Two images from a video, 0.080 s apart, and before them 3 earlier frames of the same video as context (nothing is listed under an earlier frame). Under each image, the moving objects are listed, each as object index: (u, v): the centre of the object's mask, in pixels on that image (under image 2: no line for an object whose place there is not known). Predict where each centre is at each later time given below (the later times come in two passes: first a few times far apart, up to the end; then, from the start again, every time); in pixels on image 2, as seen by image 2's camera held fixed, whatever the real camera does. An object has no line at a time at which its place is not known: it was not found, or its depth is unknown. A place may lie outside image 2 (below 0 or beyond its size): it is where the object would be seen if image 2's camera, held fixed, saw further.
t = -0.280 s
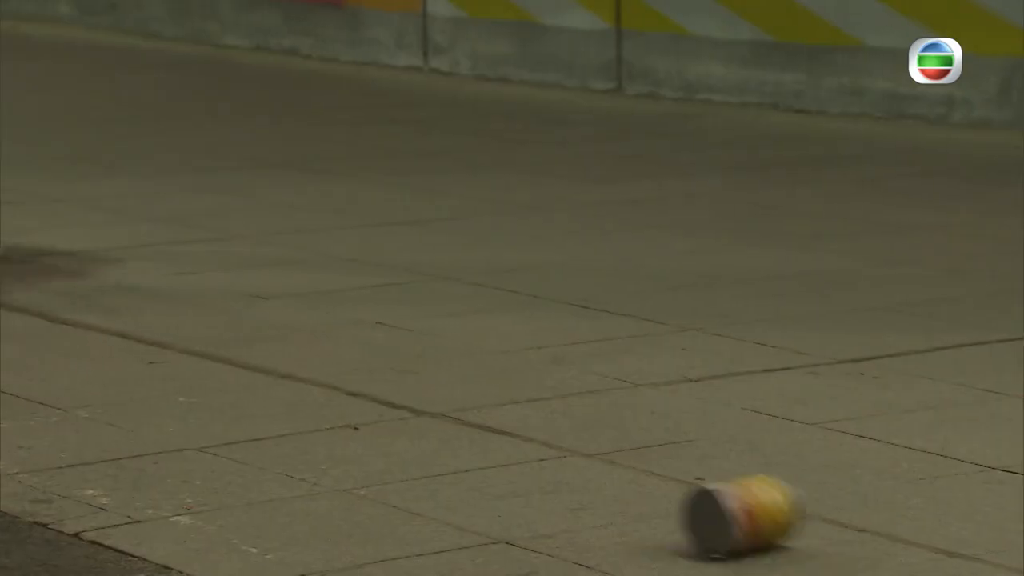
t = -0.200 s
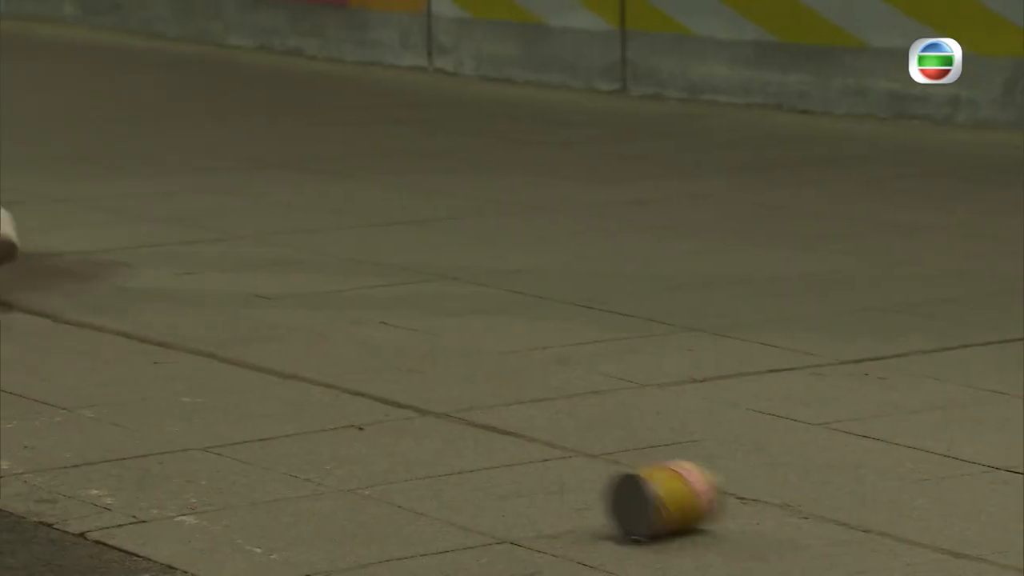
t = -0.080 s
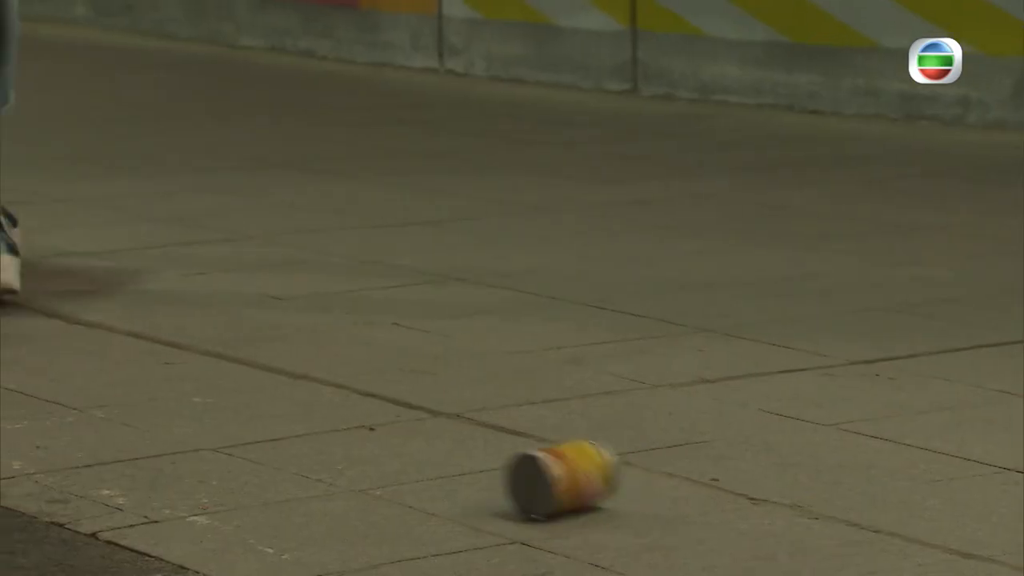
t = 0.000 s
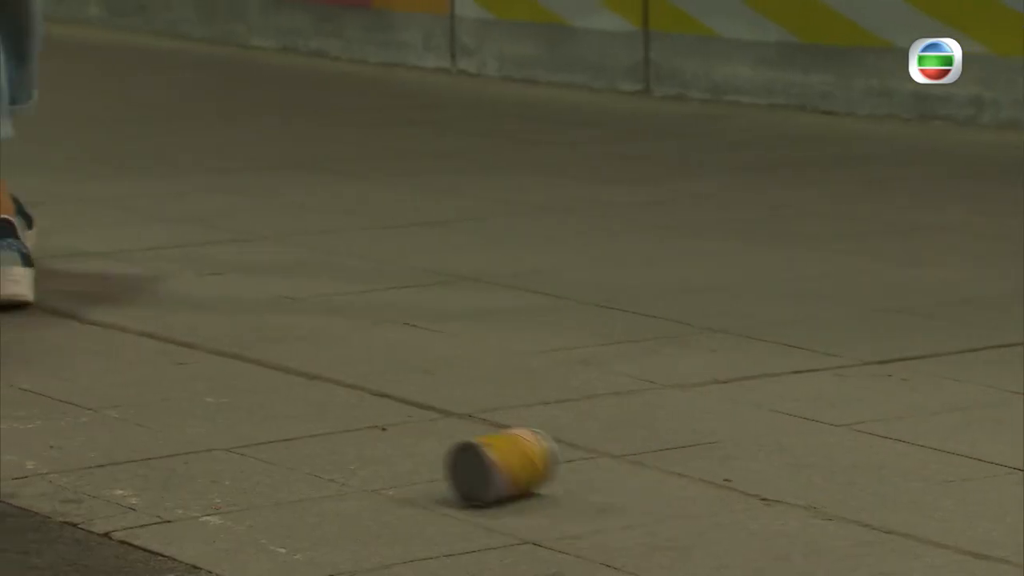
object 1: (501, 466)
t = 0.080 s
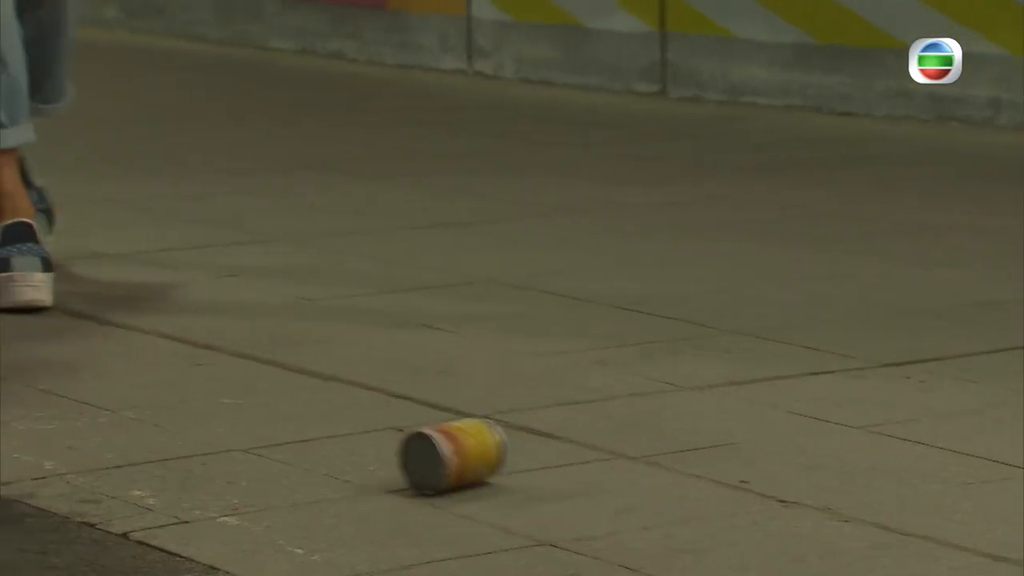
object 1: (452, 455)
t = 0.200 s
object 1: (361, 440)
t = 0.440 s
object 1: (197, 415)
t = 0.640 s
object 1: (87, 396)
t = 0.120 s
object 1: (421, 450)
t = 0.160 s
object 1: (390, 445)
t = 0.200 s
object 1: (361, 440)
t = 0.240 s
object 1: (331, 436)
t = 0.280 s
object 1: (303, 431)
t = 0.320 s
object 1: (275, 427)
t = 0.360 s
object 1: (248, 423)
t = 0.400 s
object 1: (223, 420)
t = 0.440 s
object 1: (197, 415)
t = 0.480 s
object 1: (173, 410)
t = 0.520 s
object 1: (151, 407)
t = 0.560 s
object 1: (129, 403)
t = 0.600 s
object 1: (107, 399)
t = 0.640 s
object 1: (87, 396)
